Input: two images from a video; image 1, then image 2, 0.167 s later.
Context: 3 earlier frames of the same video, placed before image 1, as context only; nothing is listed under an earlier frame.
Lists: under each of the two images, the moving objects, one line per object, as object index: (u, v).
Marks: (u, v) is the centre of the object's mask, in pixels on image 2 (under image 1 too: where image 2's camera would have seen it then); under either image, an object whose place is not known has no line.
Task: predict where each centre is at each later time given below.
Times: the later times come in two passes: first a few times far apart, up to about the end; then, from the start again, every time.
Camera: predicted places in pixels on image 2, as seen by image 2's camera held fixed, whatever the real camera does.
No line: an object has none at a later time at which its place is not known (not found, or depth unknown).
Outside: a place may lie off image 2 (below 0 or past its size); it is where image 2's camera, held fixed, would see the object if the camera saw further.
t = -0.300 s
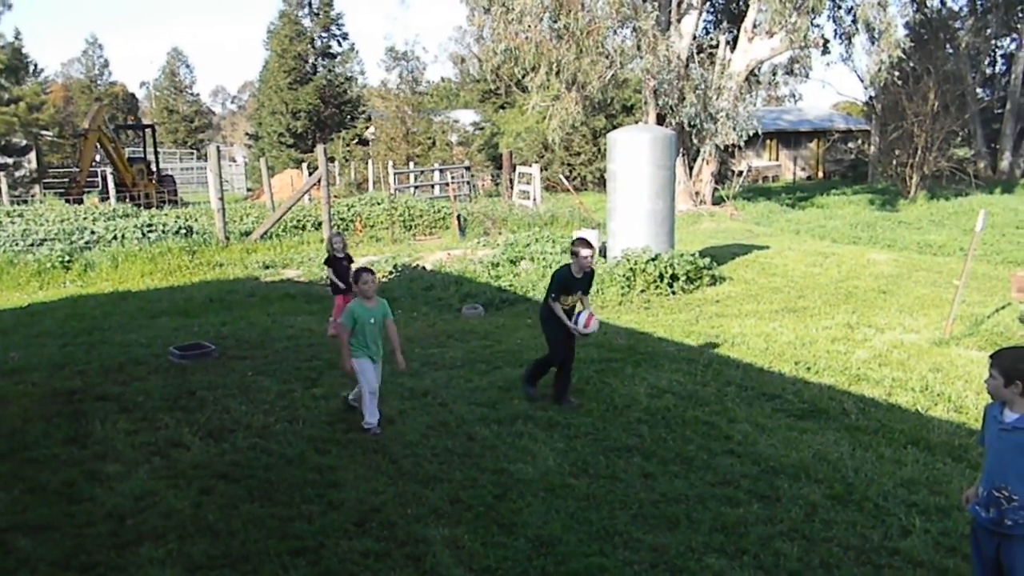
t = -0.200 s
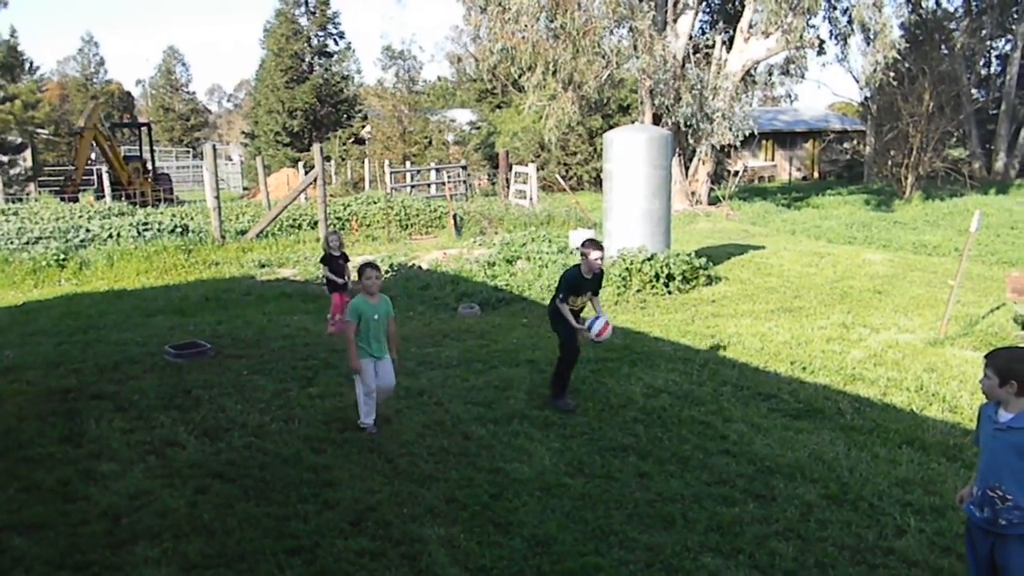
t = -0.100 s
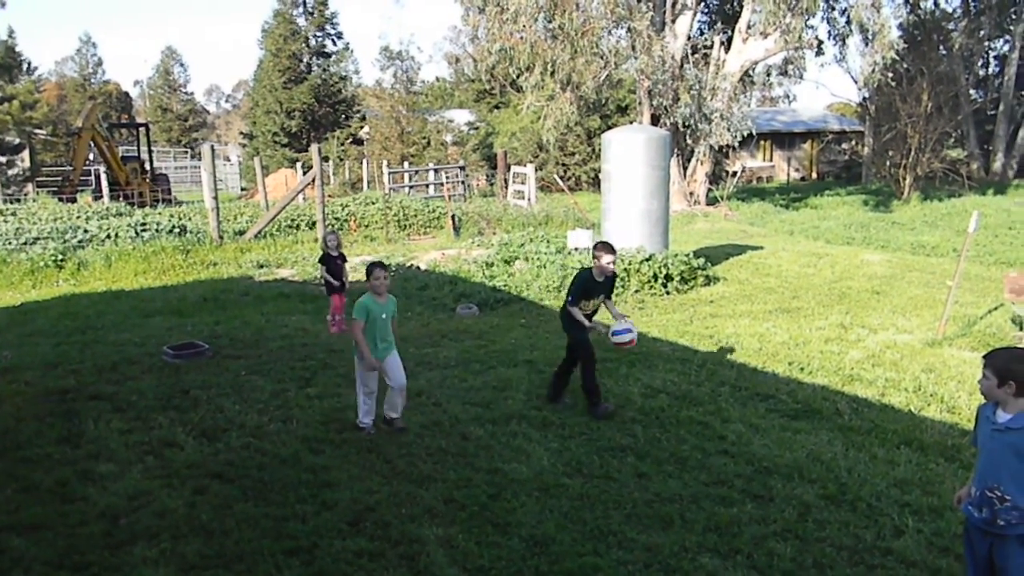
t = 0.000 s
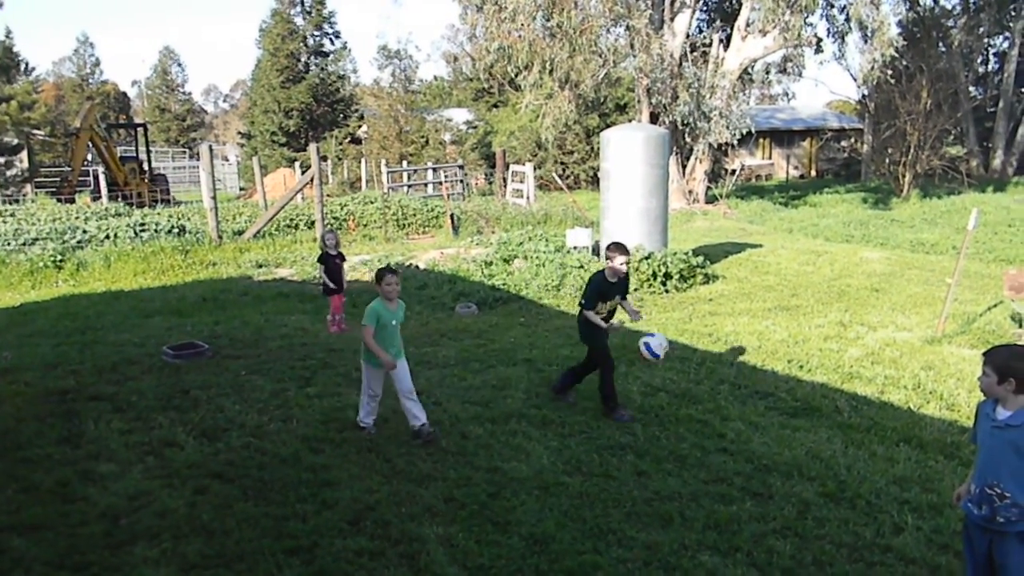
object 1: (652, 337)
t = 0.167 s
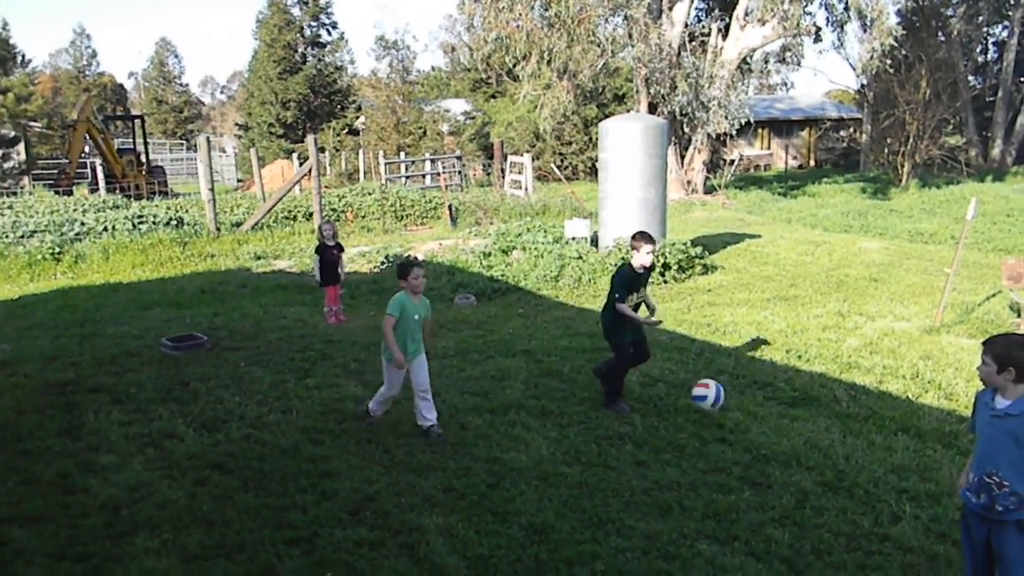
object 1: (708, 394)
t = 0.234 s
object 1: (731, 430)
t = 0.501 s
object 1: (803, 433)
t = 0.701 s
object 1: (863, 464)
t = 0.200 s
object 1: (720, 412)
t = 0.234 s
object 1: (731, 430)
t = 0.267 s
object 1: (740, 431)
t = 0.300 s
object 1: (748, 428)
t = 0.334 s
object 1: (757, 424)
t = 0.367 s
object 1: (766, 423)
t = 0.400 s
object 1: (775, 424)
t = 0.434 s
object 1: (784, 425)
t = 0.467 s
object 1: (794, 429)
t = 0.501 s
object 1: (803, 433)
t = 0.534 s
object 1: (813, 440)
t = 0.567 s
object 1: (821, 449)
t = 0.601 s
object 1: (831, 458)
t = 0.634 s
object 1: (841, 461)
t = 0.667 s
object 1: (851, 462)
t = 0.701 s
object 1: (863, 464)
